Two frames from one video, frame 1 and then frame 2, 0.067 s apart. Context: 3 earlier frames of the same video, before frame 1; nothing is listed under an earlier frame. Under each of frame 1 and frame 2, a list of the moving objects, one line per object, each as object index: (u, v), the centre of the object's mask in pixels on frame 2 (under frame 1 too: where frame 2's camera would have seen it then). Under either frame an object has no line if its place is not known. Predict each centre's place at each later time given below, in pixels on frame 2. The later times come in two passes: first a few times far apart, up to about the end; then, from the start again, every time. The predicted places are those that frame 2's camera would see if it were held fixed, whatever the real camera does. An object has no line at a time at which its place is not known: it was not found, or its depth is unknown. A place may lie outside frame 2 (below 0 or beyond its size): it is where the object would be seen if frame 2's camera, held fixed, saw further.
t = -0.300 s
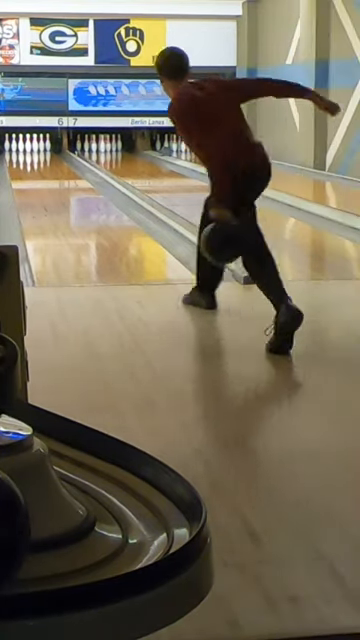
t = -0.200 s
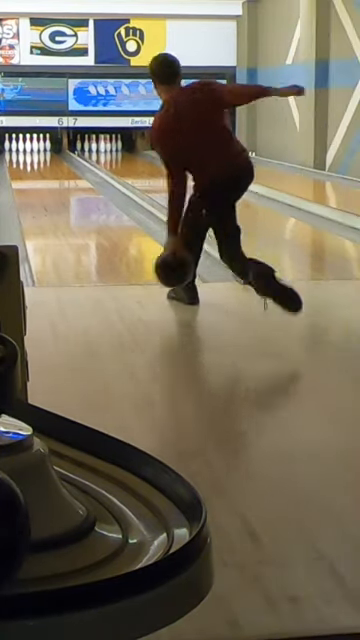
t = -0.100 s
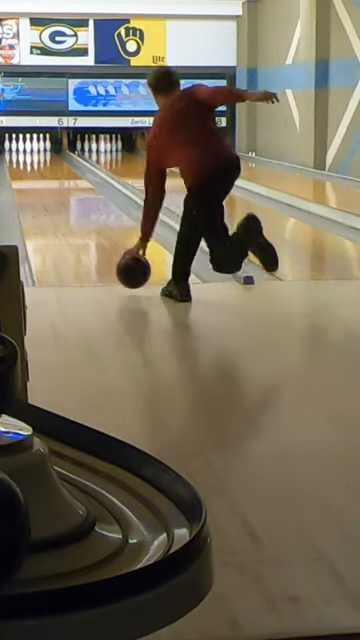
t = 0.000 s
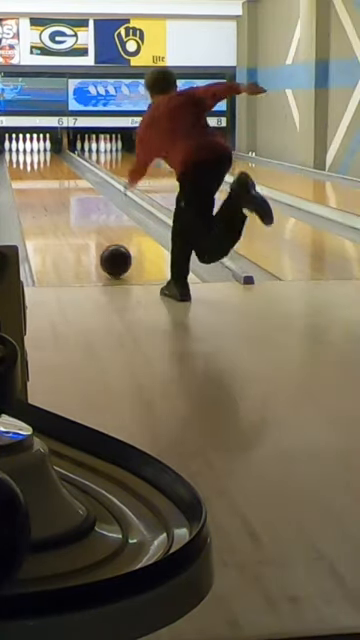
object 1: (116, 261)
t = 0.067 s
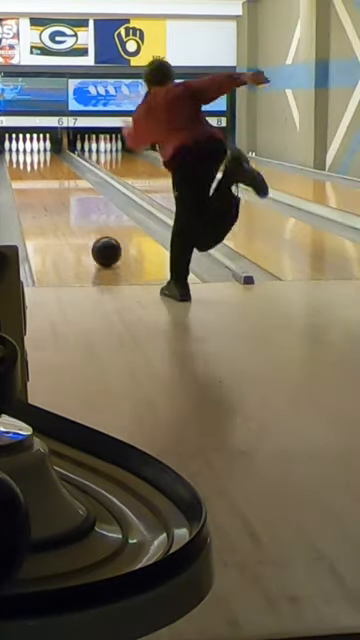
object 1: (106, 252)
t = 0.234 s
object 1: (87, 232)
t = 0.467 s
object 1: (68, 212)
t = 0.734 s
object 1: (53, 197)
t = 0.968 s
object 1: (43, 186)
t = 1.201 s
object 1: (35, 177)
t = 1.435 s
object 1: (30, 170)
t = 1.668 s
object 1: (25, 164)
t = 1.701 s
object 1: (25, 163)
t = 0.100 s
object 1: (102, 247)
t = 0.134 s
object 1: (98, 243)
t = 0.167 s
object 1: (94, 239)
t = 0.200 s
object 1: (90, 235)
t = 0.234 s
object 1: (87, 232)
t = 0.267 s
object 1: (84, 228)
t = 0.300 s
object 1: (81, 225)
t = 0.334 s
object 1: (78, 222)
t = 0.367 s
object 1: (75, 219)
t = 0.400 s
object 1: (73, 217)
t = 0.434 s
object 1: (70, 214)
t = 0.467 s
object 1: (68, 212)
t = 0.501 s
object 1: (66, 210)
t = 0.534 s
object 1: (63, 208)
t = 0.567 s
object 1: (61, 205)
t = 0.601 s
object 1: (59, 203)
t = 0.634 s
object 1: (58, 202)
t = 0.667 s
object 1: (56, 200)
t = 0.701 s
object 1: (54, 198)
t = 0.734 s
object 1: (53, 197)
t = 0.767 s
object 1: (51, 195)
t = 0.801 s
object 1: (49, 193)
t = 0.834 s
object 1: (48, 192)
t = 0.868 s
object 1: (46, 190)
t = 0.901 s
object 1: (45, 188)
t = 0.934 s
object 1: (44, 187)
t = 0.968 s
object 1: (43, 186)
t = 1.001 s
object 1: (42, 184)
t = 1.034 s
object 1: (40, 183)
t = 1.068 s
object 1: (39, 182)
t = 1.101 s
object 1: (38, 180)
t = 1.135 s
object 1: (37, 179)
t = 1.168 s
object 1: (36, 178)
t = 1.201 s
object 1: (35, 177)
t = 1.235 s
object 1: (34, 175)
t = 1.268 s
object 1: (34, 175)
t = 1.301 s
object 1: (33, 173)
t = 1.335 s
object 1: (32, 172)
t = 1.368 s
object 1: (31, 171)
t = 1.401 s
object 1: (30, 170)
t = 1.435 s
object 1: (30, 170)
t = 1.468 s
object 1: (29, 169)
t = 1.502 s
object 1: (28, 168)
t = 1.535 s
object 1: (28, 167)
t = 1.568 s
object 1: (27, 166)
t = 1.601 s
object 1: (26, 165)
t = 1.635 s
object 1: (26, 165)
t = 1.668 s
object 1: (25, 164)
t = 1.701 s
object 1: (25, 163)
